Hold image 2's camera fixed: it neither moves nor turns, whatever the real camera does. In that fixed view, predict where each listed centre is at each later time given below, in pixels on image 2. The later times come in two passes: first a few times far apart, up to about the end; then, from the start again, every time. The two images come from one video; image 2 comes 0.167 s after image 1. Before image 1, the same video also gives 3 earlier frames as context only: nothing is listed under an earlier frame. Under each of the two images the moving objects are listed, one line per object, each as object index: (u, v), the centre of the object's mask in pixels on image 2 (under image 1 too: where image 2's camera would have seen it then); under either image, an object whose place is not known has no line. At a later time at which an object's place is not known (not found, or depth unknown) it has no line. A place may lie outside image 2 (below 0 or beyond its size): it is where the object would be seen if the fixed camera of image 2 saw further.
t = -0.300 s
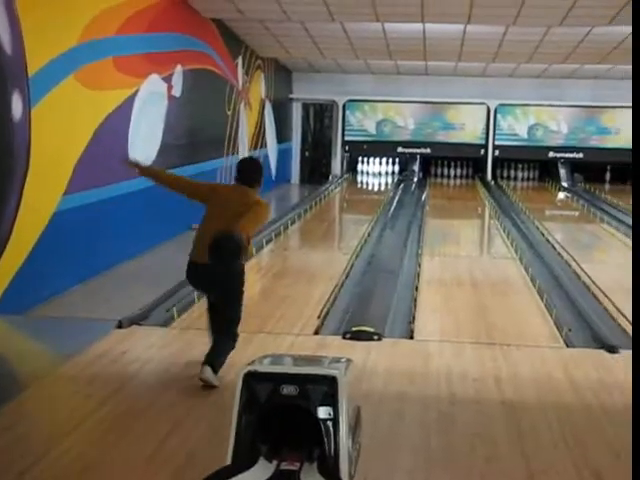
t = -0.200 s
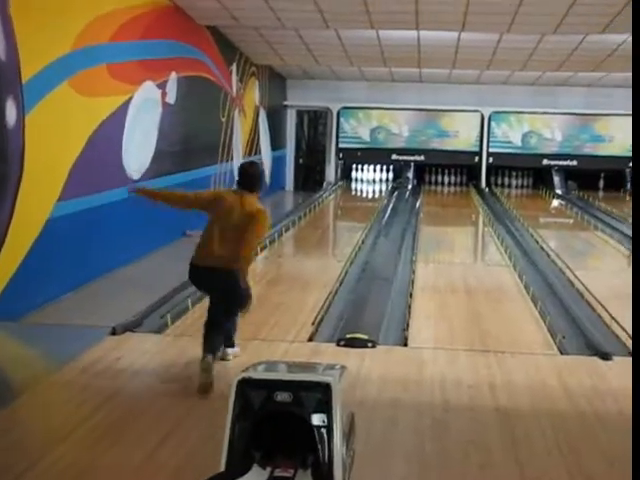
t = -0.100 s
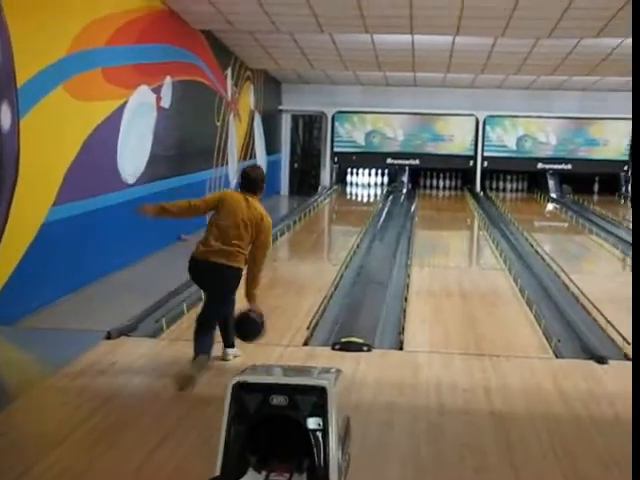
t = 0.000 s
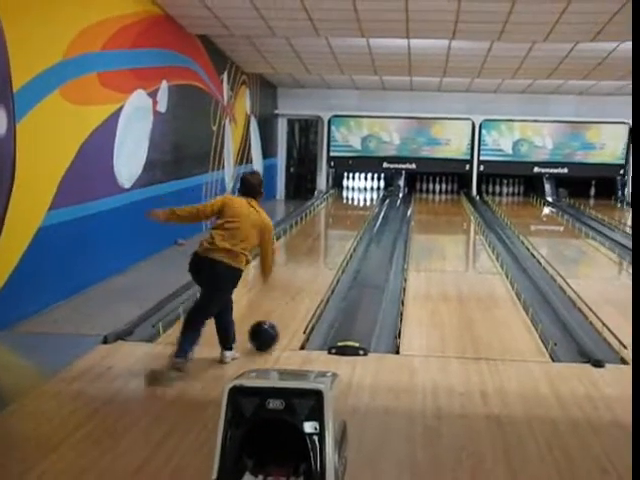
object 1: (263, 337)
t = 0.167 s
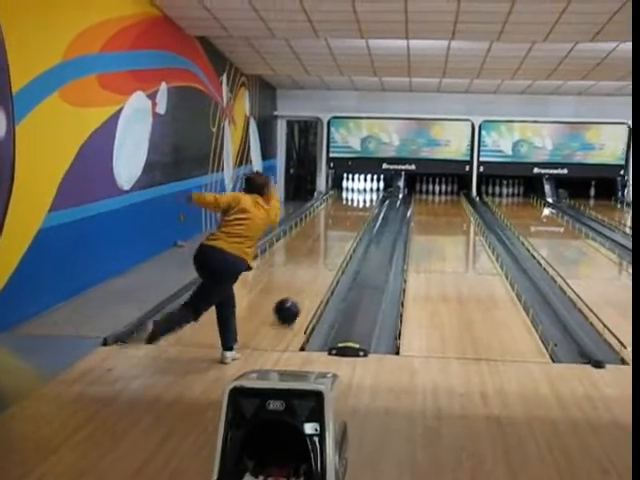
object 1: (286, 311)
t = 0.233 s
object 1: (294, 302)
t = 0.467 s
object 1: (316, 277)
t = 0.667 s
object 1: (329, 260)
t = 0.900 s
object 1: (341, 246)
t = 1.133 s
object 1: (349, 235)
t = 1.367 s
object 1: (353, 226)
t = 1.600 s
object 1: (356, 218)
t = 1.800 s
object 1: (358, 213)
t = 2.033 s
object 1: (360, 207)
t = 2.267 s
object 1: (361, 202)
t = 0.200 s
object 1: (290, 306)
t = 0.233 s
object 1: (294, 302)
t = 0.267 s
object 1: (298, 298)
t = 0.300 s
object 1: (301, 294)
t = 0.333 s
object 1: (304, 290)
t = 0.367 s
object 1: (307, 286)
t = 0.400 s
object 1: (310, 283)
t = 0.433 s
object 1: (313, 280)
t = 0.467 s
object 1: (316, 277)
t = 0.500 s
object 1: (318, 273)
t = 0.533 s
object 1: (321, 270)
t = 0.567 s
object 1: (323, 268)
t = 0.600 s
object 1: (325, 265)
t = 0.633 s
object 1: (327, 263)
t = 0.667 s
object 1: (329, 260)
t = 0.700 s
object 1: (331, 258)
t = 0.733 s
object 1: (333, 256)
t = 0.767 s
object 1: (334, 254)
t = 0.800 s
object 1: (337, 251)
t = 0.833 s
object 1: (338, 250)
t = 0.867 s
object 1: (340, 248)
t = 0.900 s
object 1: (341, 246)
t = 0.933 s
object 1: (342, 244)
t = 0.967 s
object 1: (344, 243)
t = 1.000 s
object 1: (345, 241)
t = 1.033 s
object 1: (346, 239)
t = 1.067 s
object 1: (347, 238)
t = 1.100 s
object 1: (348, 236)
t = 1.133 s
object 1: (349, 235)
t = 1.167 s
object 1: (350, 232)
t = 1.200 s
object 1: (351, 232)
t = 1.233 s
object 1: (351, 231)
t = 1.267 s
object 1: (352, 229)
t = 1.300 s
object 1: (352, 228)
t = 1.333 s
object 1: (353, 227)
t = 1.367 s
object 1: (353, 226)
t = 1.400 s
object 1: (353, 226)
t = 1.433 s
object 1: (354, 224)
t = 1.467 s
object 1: (354, 223)
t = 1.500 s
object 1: (355, 222)
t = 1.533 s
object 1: (356, 220)
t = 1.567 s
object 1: (356, 219)
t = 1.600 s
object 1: (356, 218)
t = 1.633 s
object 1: (356, 217)
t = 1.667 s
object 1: (357, 217)
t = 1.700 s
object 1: (357, 215)
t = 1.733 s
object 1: (357, 214)
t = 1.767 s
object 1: (358, 214)
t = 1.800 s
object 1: (358, 213)
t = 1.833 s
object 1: (358, 213)
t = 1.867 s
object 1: (359, 211)
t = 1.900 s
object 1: (359, 211)
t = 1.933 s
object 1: (359, 208)
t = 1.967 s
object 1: (359, 208)
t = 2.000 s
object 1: (359, 207)
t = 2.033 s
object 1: (360, 207)
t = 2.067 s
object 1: (360, 206)
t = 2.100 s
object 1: (360, 206)
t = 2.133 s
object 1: (360, 205)
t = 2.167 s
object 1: (360, 204)
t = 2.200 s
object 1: (360, 203)
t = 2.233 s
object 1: (360, 203)
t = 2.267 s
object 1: (361, 202)
